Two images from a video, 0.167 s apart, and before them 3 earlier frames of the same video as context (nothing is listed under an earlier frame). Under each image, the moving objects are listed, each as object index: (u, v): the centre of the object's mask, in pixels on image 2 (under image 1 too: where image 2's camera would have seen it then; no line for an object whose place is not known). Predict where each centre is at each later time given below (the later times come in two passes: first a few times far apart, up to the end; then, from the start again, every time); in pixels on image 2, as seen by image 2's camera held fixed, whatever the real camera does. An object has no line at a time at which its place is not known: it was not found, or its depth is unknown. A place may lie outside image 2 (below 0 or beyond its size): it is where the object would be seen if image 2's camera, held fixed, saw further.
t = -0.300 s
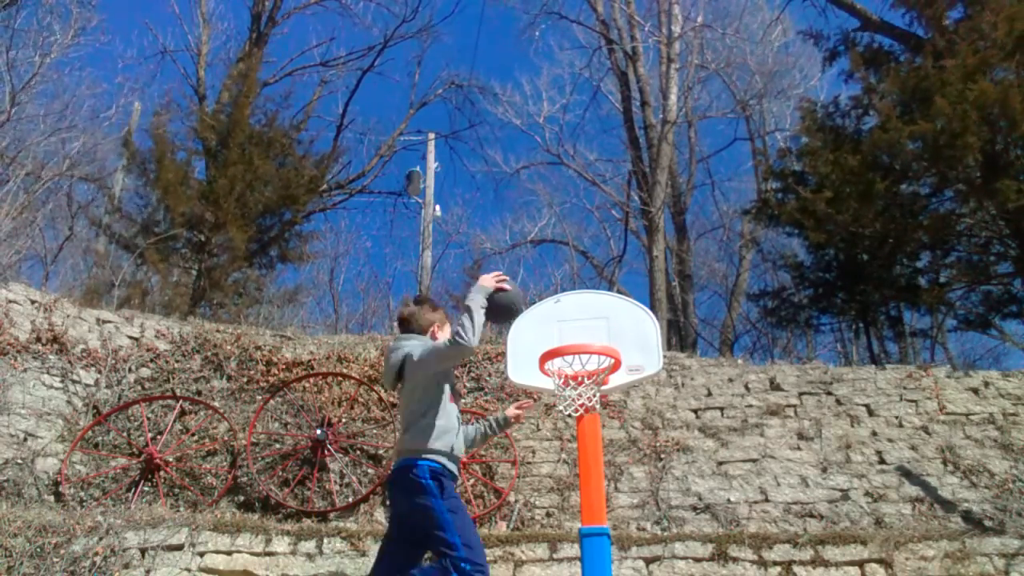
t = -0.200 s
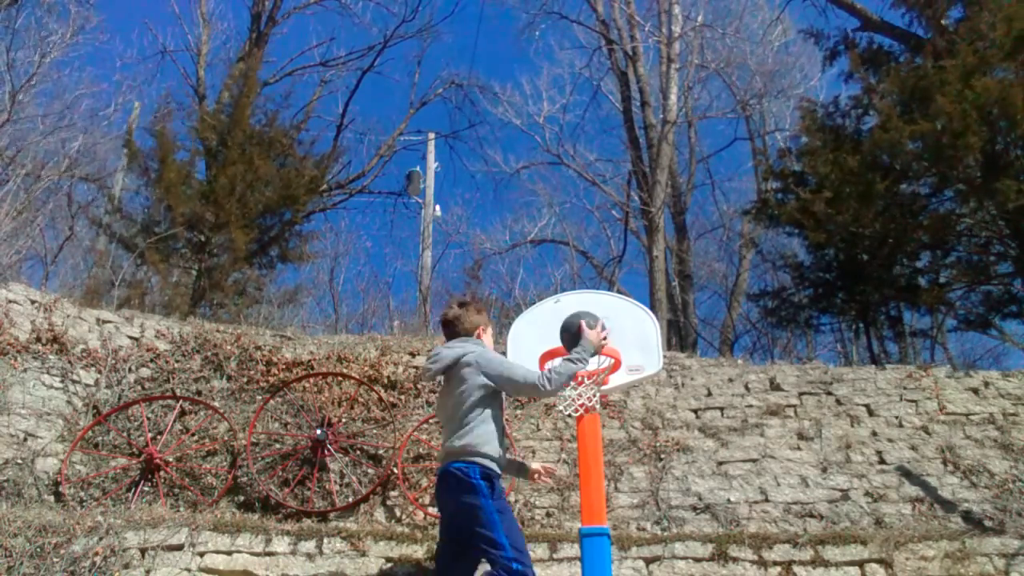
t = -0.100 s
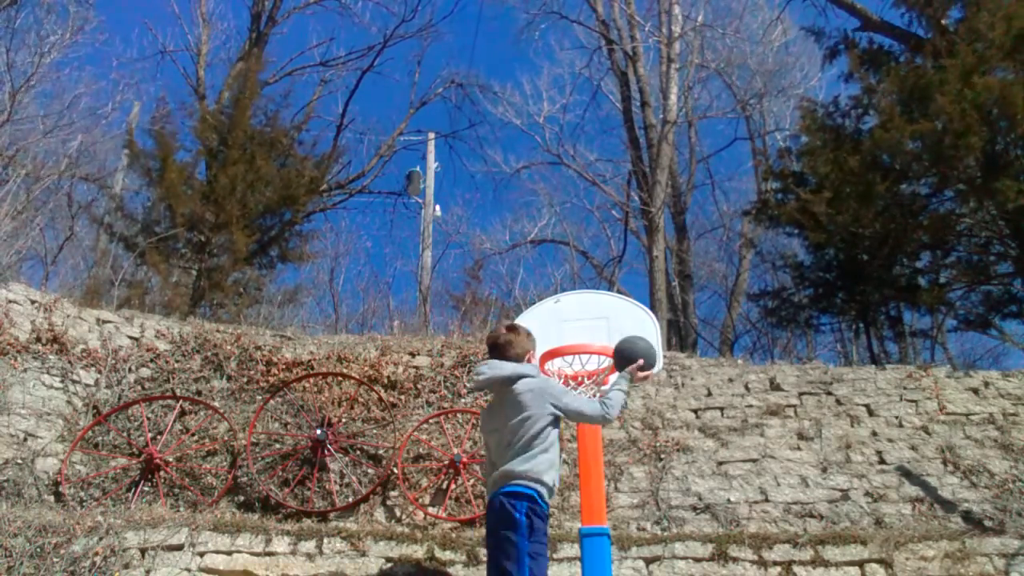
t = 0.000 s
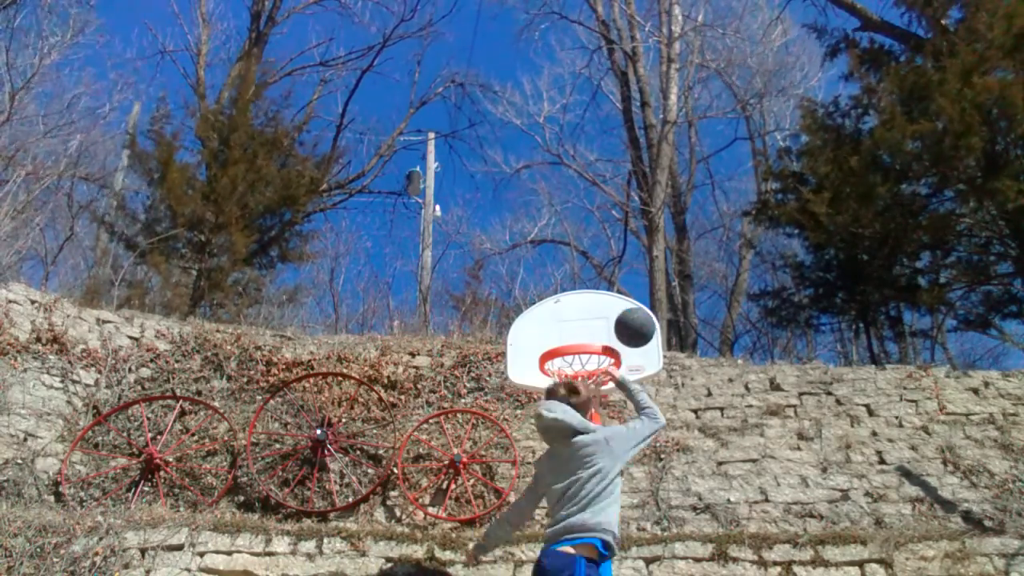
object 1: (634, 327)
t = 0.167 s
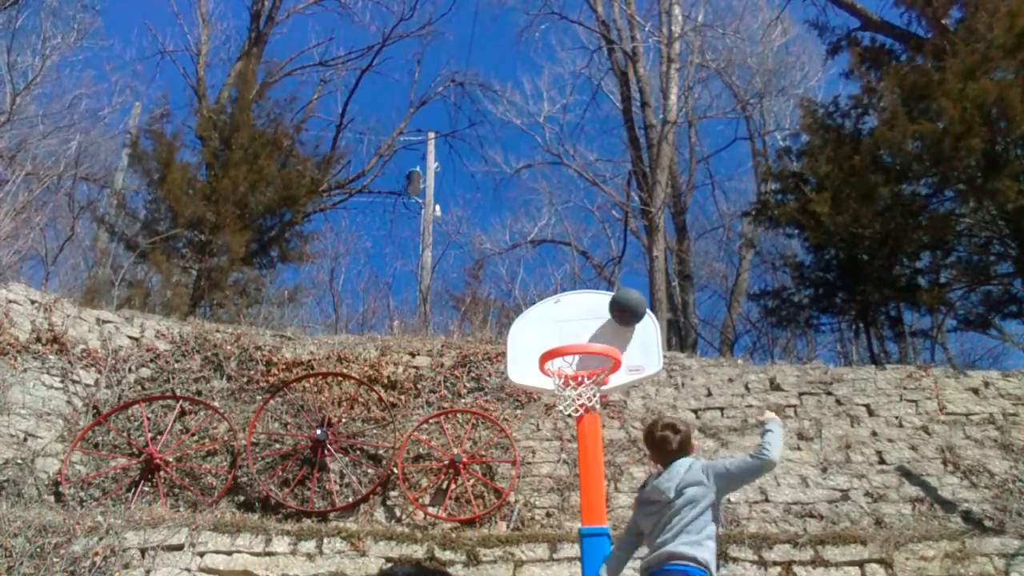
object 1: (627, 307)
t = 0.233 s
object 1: (625, 297)
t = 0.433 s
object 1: (622, 313)
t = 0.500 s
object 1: (624, 334)
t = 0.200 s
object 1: (626, 301)
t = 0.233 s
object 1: (625, 297)
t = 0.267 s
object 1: (624, 295)
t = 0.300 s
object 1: (623, 295)
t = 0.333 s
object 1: (622, 296)
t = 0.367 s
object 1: (622, 299)
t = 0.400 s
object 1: (622, 305)
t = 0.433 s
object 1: (622, 313)
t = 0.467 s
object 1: (623, 324)
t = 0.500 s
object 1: (624, 334)
